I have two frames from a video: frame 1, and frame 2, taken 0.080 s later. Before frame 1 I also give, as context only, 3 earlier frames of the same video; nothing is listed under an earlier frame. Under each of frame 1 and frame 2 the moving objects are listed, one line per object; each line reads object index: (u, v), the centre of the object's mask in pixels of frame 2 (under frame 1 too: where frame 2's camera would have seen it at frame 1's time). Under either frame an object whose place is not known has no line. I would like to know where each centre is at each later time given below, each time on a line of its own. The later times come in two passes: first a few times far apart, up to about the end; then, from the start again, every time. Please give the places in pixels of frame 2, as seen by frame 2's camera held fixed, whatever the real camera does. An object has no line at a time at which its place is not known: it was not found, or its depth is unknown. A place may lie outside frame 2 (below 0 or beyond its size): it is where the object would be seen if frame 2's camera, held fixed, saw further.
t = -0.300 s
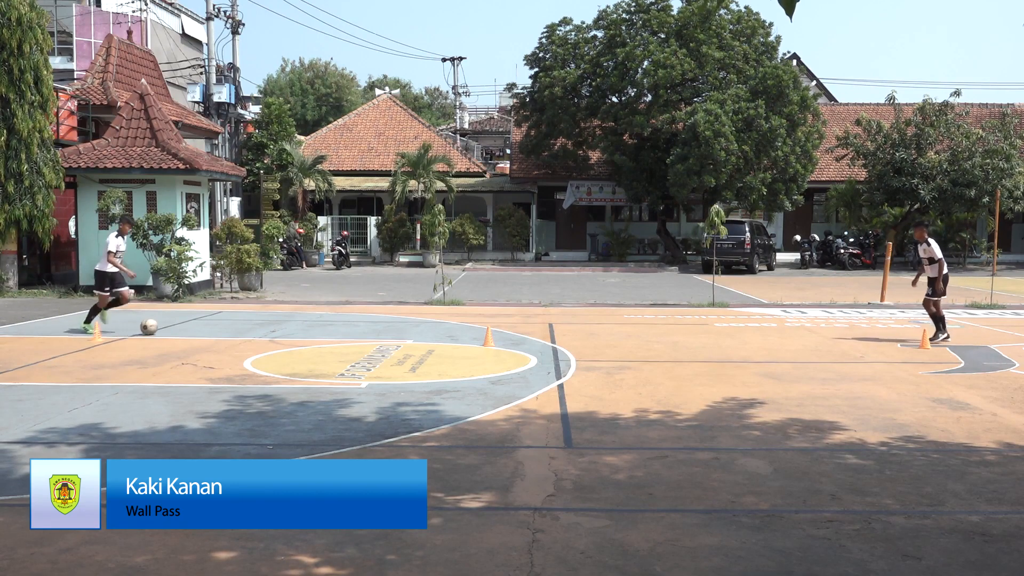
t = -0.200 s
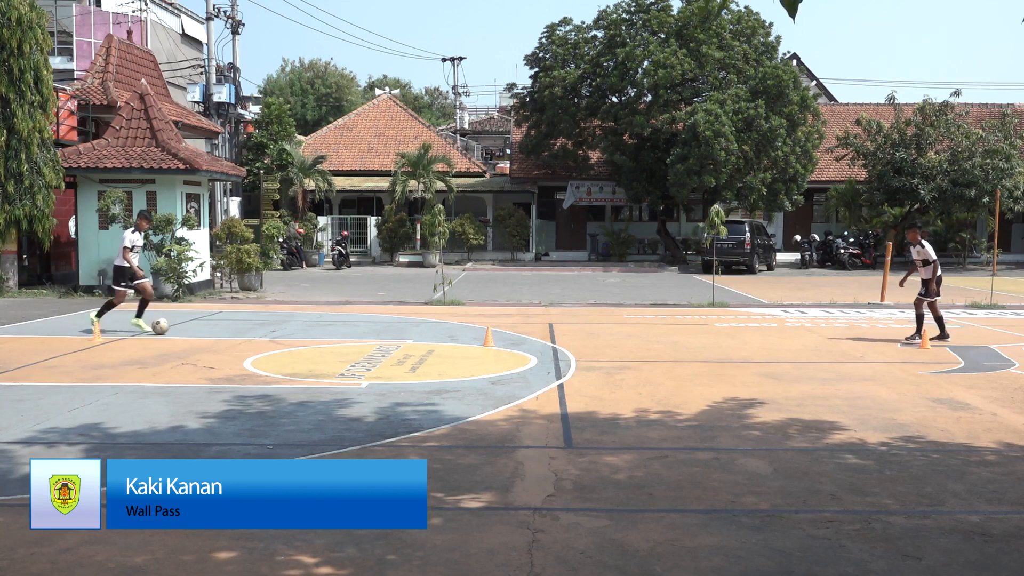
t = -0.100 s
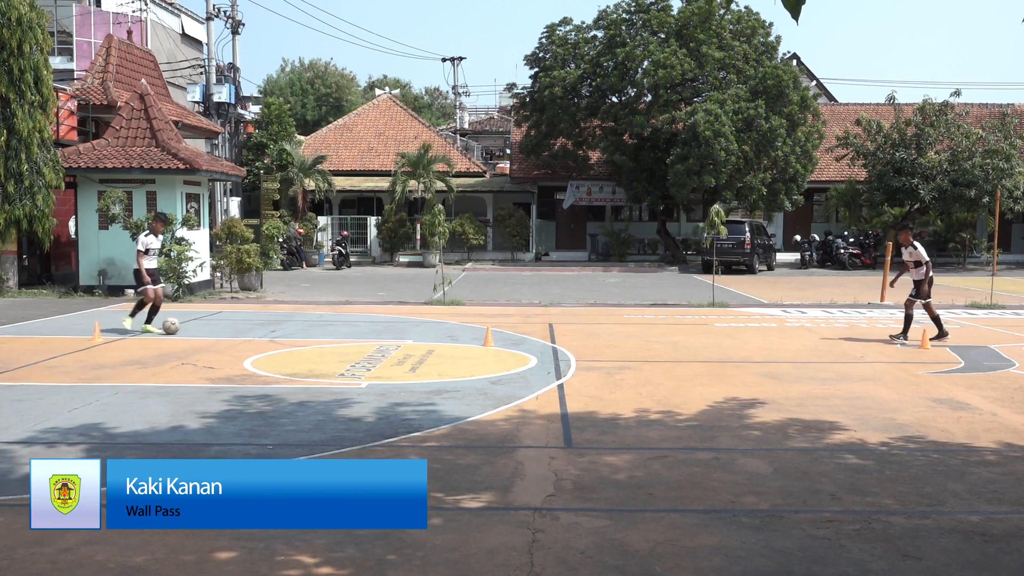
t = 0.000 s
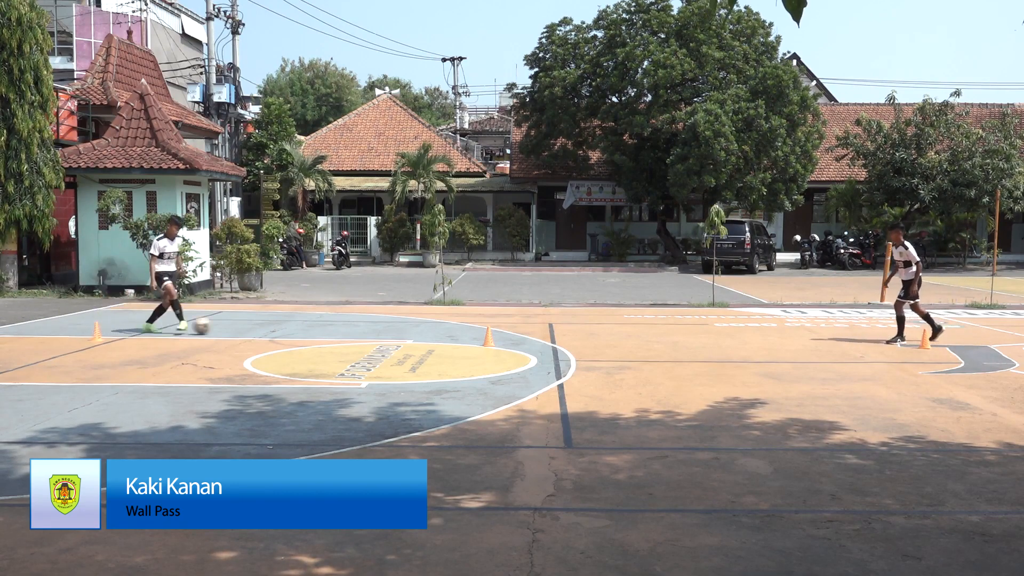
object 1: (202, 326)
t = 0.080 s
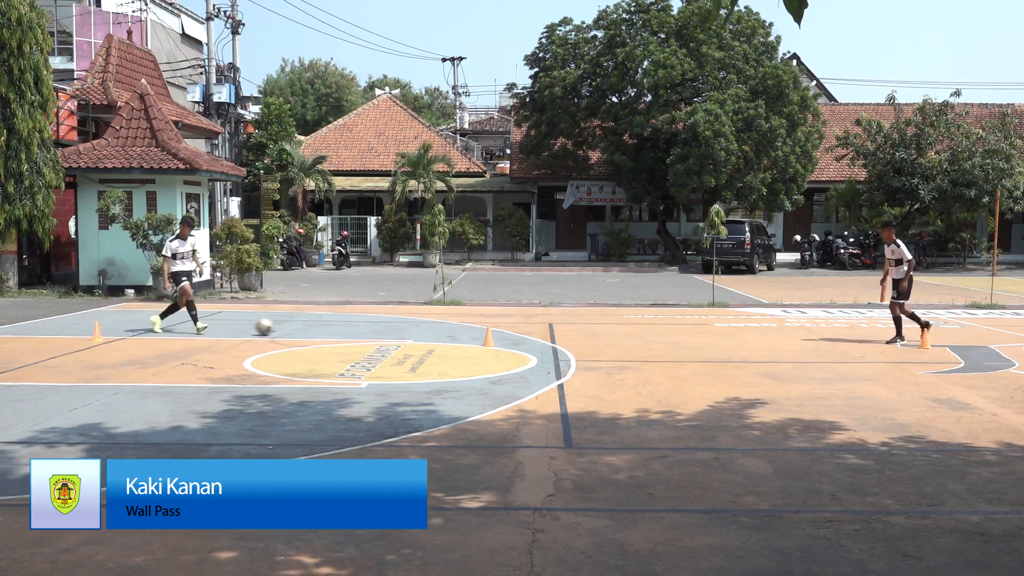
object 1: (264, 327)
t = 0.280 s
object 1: (405, 328)
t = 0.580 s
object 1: (575, 327)
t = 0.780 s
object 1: (669, 327)
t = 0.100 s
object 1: (278, 327)
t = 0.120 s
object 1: (293, 325)
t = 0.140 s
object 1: (307, 325)
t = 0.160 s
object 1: (322, 325)
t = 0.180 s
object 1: (336, 326)
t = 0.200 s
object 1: (350, 327)
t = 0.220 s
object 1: (365, 328)
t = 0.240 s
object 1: (378, 328)
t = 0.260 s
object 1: (392, 328)
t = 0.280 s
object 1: (405, 328)
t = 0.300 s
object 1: (418, 328)
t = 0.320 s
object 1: (431, 328)
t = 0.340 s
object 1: (443, 330)
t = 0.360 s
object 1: (455, 330)
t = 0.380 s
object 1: (467, 329)
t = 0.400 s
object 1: (479, 329)
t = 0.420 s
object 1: (490, 327)
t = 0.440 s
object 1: (502, 328)
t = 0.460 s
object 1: (513, 329)
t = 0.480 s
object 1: (524, 330)
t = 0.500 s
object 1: (536, 331)
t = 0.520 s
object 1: (546, 329)
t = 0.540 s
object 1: (555, 328)
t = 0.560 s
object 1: (565, 327)
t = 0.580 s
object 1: (575, 327)
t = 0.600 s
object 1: (585, 326)
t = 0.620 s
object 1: (595, 327)
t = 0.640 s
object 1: (605, 327)
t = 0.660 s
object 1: (615, 329)
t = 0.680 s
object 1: (624, 330)
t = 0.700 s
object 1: (633, 331)
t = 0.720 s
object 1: (643, 330)
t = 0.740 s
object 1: (651, 329)
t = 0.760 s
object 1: (661, 328)
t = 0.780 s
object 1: (669, 327)
